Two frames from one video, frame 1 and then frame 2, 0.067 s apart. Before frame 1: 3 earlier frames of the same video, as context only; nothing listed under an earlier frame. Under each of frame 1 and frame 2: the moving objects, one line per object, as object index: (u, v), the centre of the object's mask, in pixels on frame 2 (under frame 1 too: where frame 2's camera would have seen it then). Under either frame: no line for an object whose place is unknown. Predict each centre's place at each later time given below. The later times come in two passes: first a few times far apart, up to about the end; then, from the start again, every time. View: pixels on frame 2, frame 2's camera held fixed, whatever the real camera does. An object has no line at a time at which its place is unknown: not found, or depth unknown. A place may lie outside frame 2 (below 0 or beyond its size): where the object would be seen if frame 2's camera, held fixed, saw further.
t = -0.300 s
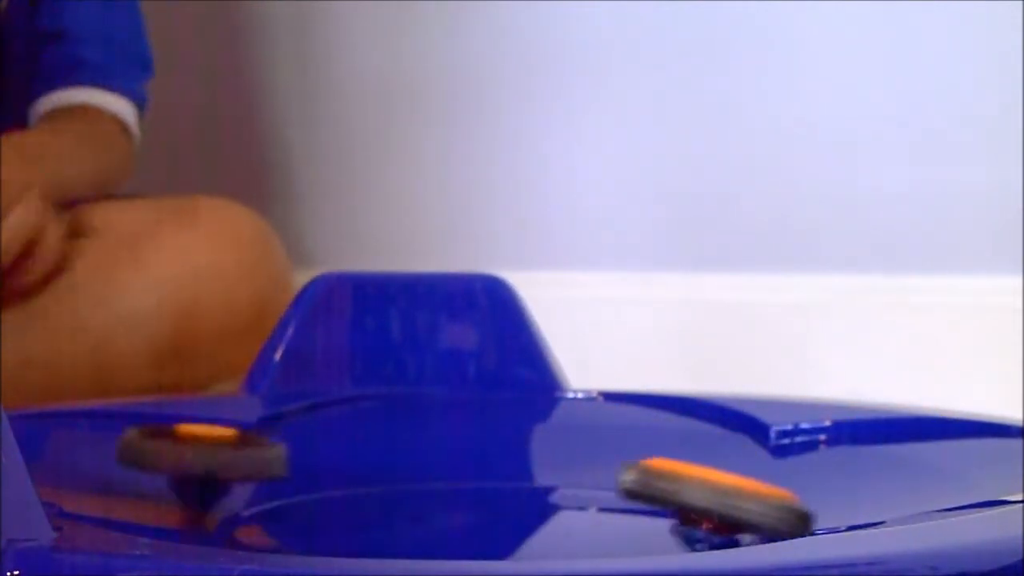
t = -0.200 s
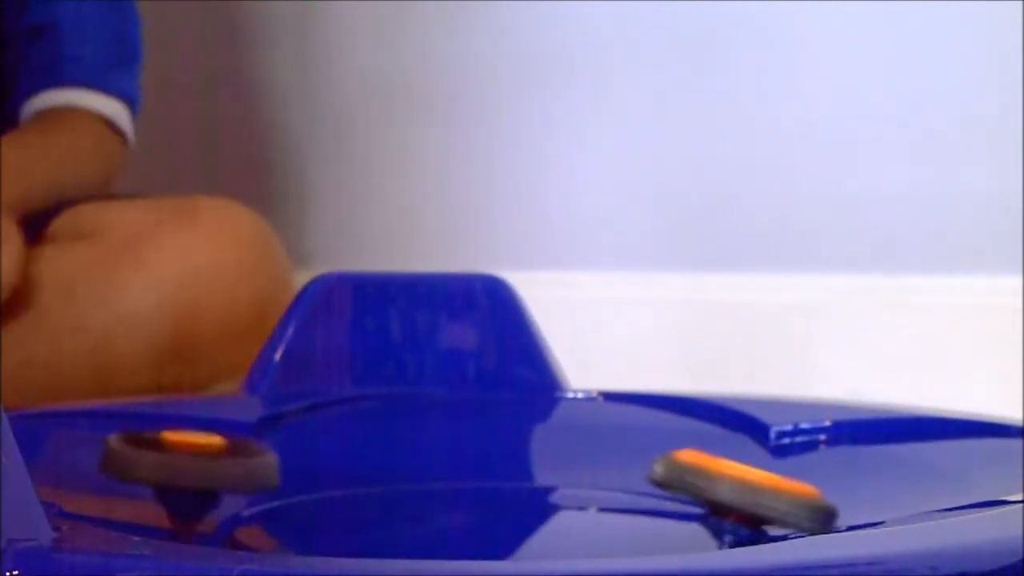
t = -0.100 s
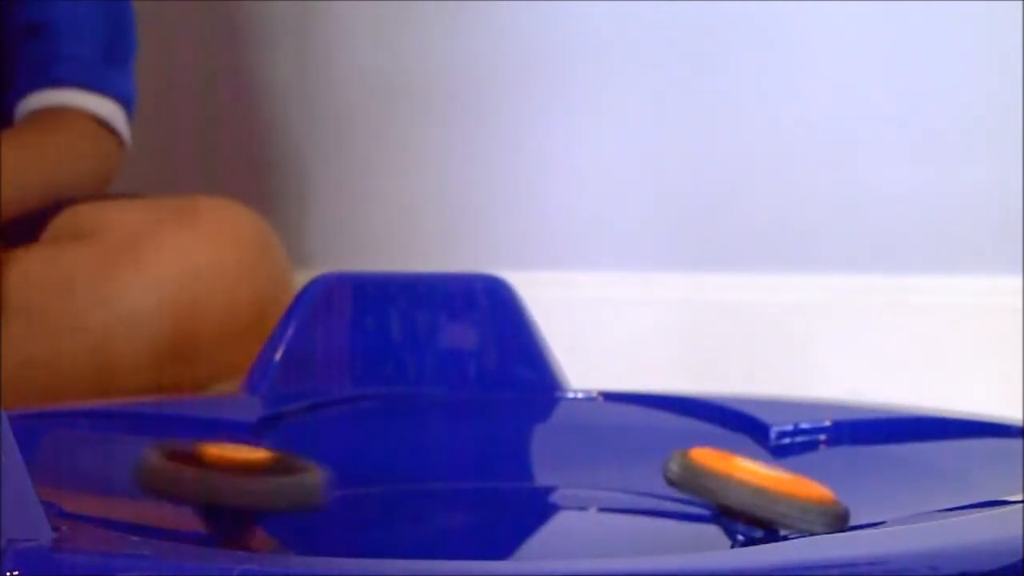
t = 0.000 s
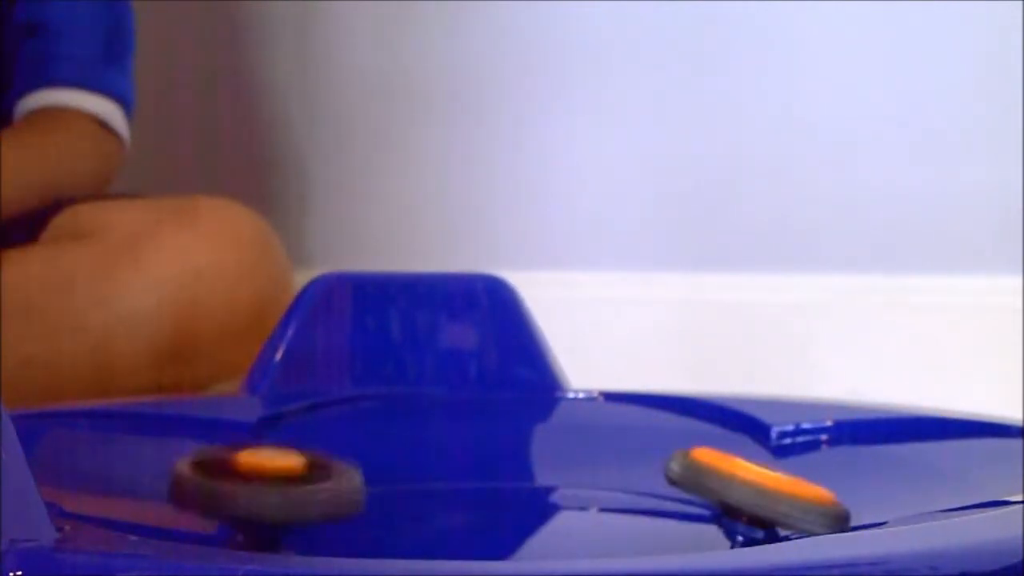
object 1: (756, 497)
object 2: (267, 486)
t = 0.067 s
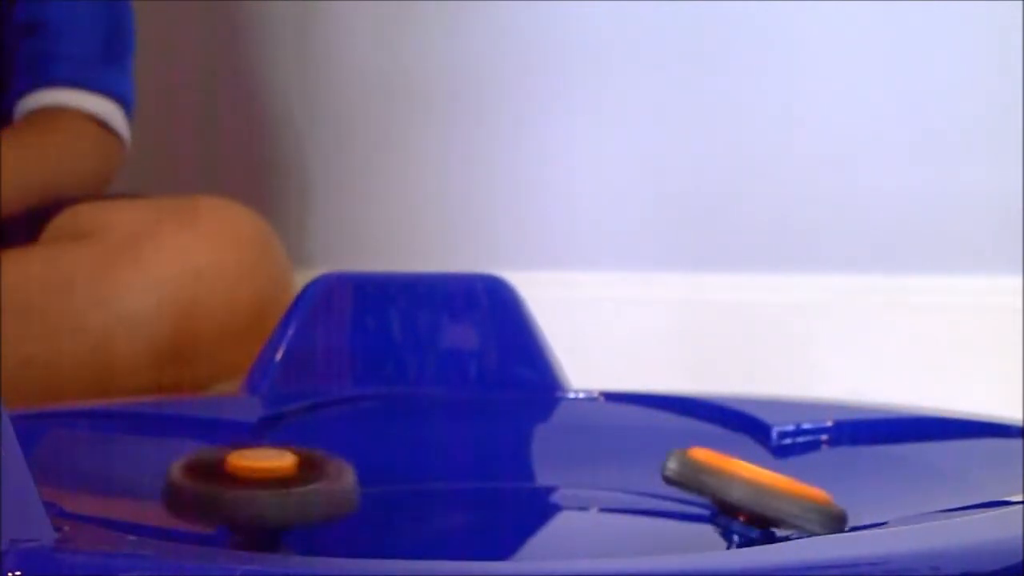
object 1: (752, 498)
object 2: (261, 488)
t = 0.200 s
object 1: (741, 495)
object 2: (236, 479)
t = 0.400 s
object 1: (702, 468)
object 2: (217, 467)
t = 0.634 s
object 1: (697, 438)
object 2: (235, 476)
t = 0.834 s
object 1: (660, 395)
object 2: (245, 480)
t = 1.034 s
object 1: (611, 367)
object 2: (251, 477)
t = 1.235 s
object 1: (564, 398)
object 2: (302, 493)
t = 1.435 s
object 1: (526, 438)
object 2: (315, 489)
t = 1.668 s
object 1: (569, 446)
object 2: (325, 494)
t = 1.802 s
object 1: (597, 440)
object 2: (324, 501)
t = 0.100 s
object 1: (750, 497)
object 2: (259, 487)
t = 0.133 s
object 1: (747, 496)
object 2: (247, 486)
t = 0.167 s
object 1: (744, 495)
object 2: (240, 482)
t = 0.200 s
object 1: (741, 495)
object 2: (236, 479)
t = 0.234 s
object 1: (735, 492)
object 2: (233, 477)
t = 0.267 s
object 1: (724, 488)
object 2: (228, 476)
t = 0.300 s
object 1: (712, 482)
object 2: (219, 473)
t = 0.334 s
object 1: (706, 472)
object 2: (219, 470)
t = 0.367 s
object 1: (700, 473)
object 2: (221, 469)
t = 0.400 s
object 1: (702, 468)
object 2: (217, 467)
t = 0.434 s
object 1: (704, 463)
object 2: (217, 467)
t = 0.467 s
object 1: (708, 459)
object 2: (220, 465)
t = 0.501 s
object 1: (716, 458)
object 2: (220, 466)
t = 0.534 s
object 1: (717, 454)
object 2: (227, 470)
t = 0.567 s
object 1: (711, 449)
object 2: (228, 474)
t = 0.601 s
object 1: (701, 442)
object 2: (234, 474)
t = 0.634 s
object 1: (697, 438)
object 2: (235, 476)
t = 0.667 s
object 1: (691, 432)
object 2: (243, 481)
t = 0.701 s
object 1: (685, 425)
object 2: (247, 481)
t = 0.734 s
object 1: (680, 416)
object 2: (246, 479)
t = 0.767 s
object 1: (674, 409)
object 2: (248, 482)
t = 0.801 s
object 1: (670, 404)
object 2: (250, 481)
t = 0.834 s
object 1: (660, 395)
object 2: (245, 480)
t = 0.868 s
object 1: (650, 388)
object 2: (247, 480)
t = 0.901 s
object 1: (642, 383)
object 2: (239, 478)
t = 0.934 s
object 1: (635, 378)
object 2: (242, 479)
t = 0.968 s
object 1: (627, 373)
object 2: (243, 475)
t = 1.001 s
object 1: (620, 368)
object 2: (245, 479)
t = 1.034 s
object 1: (611, 367)
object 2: (251, 477)
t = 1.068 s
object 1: (600, 365)
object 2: (262, 481)
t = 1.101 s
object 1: (590, 365)
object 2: (276, 485)
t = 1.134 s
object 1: (587, 371)
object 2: (287, 488)
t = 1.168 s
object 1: (582, 378)
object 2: (300, 489)
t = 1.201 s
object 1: (576, 386)
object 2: (289, 492)
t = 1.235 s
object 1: (564, 398)
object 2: (302, 493)
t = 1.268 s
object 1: (555, 407)
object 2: (288, 489)
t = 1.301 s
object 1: (546, 415)
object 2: (299, 493)
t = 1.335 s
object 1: (540, 421)
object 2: (289, 490)
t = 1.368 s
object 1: (534, 428)
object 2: (304, 487)
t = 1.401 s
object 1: (528, 436)
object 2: (299, 492)
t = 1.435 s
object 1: (526, 438)
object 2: (315, 489)
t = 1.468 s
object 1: (529, 437)
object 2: (305, 501)
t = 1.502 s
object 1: (538, 438)
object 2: (313, 488)
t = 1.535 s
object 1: (547, 439)
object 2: (305, 499)
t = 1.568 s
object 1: (551, 446)
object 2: (313, 489)
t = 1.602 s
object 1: (556, 438)
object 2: (323, 498)
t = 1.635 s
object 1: (563, 438)
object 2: (308, 500)
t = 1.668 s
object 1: (569, 446)
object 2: (325, 494)
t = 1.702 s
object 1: (577, 438)
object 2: (316, 501)
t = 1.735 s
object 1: (584, 439)
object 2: (323, 490)
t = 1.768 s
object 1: (592, 439)
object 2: (335, 505)
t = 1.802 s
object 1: (597, 440)
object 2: (324, 501)
